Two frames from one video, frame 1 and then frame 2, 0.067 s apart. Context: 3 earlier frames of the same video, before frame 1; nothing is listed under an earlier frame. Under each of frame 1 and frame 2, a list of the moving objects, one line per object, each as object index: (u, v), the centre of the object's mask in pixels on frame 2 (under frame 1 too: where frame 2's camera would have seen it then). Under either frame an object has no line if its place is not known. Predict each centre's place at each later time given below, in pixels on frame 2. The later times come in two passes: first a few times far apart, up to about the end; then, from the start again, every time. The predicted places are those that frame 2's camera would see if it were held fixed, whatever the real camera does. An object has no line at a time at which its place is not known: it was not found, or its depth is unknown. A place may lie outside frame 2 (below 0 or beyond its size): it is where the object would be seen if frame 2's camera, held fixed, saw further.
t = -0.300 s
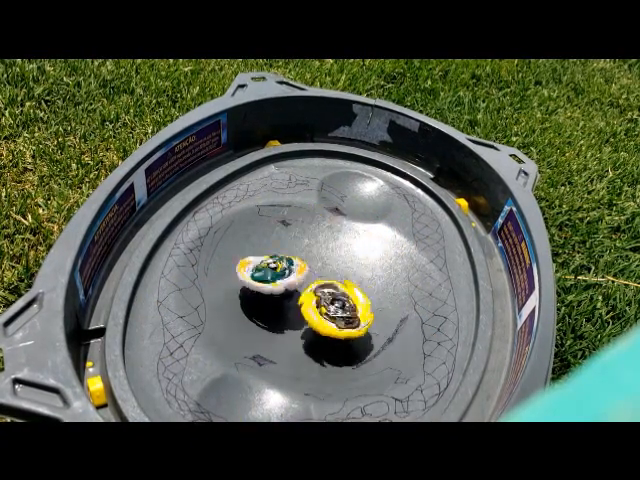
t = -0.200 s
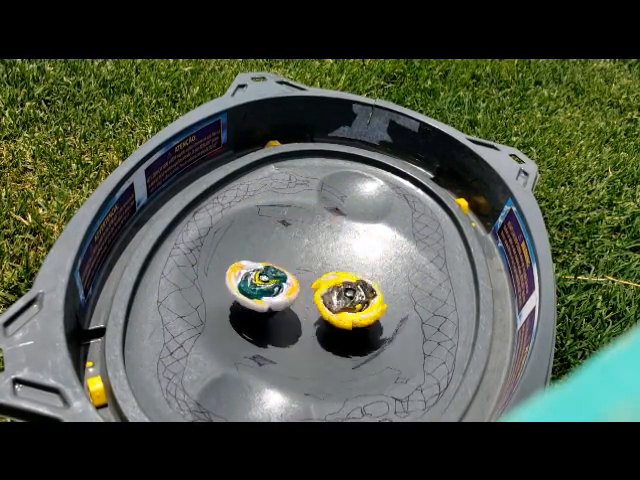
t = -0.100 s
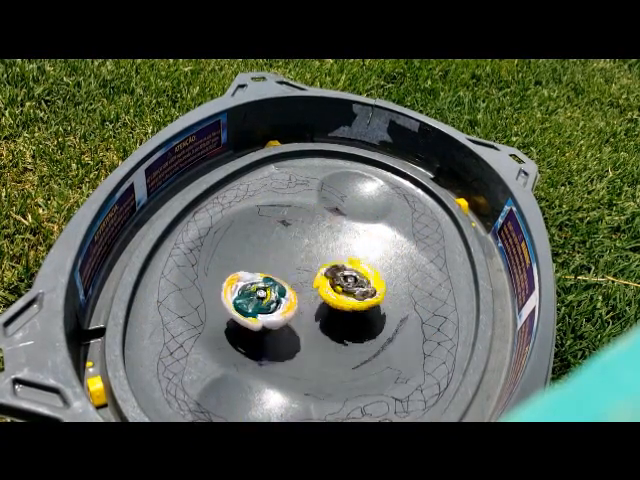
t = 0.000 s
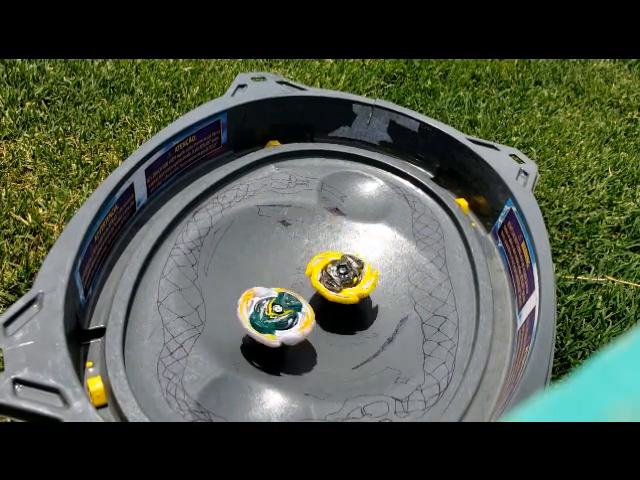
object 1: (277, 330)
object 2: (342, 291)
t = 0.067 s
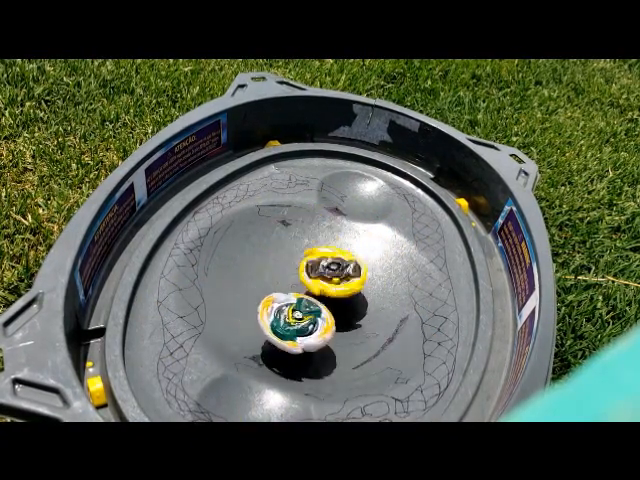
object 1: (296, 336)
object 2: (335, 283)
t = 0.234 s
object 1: (338, 342)
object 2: (317, 268)
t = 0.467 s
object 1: (366, 324)
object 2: (307, 274)
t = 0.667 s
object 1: (373, 318)
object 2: (288, 285)
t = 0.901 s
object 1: (359, 313)
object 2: (269, 307)
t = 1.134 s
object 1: (349, 312)
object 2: (265, 315)
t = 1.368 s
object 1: (367, 304)
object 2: (269, 310)
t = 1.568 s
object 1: (372, 307)
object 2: (298, 303)
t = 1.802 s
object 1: (339, 321)
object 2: (280, 271)
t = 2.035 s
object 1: (282, 322)
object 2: (318, 278)
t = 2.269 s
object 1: (280, 311)
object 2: (373, 330)
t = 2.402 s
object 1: (302, 309)
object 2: (357, 344)
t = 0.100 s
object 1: (306, 335)
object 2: (330, 278)
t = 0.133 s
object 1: (317, 337)
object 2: (324, 274)
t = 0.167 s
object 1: (321, 339)
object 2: (323, 271)
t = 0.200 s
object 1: (330, 342)
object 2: (320, 270)
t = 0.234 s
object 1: (338, 342)
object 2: (317, 268)
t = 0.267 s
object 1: (346, 343)
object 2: (317, 268)
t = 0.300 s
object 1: (352, 341)
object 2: (313, 266)
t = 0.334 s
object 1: (358, 339)
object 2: (314, 266)
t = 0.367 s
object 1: (361, 337)
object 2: (310, 267)
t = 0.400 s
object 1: (365, 333)
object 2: (309, 268)
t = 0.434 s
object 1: (366, 330)
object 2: (308, 270)
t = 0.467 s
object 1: (366, 324)
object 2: (307, 274)
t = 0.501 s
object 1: (366, 320)
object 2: (306, 279)
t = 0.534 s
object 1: (368, 319)
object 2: (304, 280)
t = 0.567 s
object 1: (370, 319)
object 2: (300, 280)
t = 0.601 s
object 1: (372, 318)
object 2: (295, 281)
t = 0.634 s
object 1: (373, 317)
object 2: (290, 282)
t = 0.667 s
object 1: (373, 318)
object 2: (288, 285)
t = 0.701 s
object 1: (371, 316)
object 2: (284, 288)
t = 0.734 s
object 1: (368, 316)
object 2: (285, 292)
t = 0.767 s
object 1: (363, 314)
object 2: (284, 297)
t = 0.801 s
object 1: (359, 313)
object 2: (285, 301)
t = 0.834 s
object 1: (357, 312)
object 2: (282, 304)
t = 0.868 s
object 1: (358, 312)
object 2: (276, 306)
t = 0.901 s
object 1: (359, 313)
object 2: (269, 307)
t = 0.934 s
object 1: (361, 312)
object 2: (264, 307)
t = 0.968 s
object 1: (363, 312)
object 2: (259, 309)
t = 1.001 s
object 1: (362, 312)
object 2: (256, 309)
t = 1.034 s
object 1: (360, 312)
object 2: (257, 310)
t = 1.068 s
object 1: (358, 312)
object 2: (256, 311)
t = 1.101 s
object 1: (354, 311)
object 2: (259, 312)
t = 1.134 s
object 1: (349, 312)
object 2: (265, 315)
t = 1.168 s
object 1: (342, 310)
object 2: (271, 316)
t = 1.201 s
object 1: (343, 309)
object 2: (275, 316)
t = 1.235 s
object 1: (348, 309)
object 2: (274, 316)
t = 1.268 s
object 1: (352, 307)
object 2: (273, 315)
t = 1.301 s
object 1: (357, 306)
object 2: (272, 314)
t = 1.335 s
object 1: (361, 306)
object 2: (269, 312)
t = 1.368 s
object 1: (367, 304)
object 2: (269, 310)
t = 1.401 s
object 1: (375, 304)
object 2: (271, 309)
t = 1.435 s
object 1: (377, 306)
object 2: (275, 307)
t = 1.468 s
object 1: (376, 305)
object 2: (279, 305)
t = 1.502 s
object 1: (378, 305)
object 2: (284, 305)
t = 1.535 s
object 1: (377, 307)
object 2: (291, 304)
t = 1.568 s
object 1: (372, 307)
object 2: (298, 303)
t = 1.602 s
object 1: (369, 309)
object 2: (300, 302)
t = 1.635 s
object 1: (365, 313)
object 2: (297, 300)
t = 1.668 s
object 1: (362, 315)
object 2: (293, 294)
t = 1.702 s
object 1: (356, 318)
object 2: (288, 288)
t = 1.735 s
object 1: (349, 321)
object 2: (284, 280)
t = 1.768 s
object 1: (344, 322)
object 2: (281, 276)
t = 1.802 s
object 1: (339, 321)
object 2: (280, 271)
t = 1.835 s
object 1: (334, 320)
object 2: (280, 269)
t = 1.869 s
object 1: (325, 318)
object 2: (281, 265)
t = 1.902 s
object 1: (318, 316)
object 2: (282, 261)
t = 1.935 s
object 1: (308, 315)
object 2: (285, 258)
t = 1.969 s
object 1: (300, 317)
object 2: (291, 258)
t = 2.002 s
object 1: (292, 320)
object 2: (303, 262)
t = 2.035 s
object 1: (282, 322)
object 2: (318, 278)
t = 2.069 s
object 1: (277, 323)
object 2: (329, 289)
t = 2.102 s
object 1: (275, 323)
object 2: (340, 297)
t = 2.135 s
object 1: (275, 322)
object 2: (349, 304)
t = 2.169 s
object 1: (273, 322)
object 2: (357, 311)
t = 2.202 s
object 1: (274, 320)
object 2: (363, 318)
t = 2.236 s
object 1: (277, 318)
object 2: (369, 324)
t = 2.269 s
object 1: (280, 311)
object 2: (373, 330)
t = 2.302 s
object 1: (284, 309)
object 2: (374, 336)
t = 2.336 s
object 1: (289, 309)
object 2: (369, 341)
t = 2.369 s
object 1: (295, 309)
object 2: (364, 345)
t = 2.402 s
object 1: (302, 309)
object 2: (357, 344)
